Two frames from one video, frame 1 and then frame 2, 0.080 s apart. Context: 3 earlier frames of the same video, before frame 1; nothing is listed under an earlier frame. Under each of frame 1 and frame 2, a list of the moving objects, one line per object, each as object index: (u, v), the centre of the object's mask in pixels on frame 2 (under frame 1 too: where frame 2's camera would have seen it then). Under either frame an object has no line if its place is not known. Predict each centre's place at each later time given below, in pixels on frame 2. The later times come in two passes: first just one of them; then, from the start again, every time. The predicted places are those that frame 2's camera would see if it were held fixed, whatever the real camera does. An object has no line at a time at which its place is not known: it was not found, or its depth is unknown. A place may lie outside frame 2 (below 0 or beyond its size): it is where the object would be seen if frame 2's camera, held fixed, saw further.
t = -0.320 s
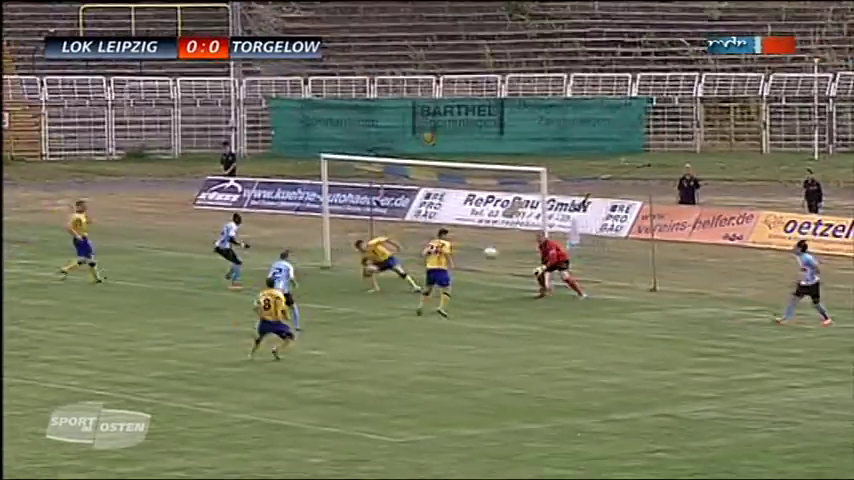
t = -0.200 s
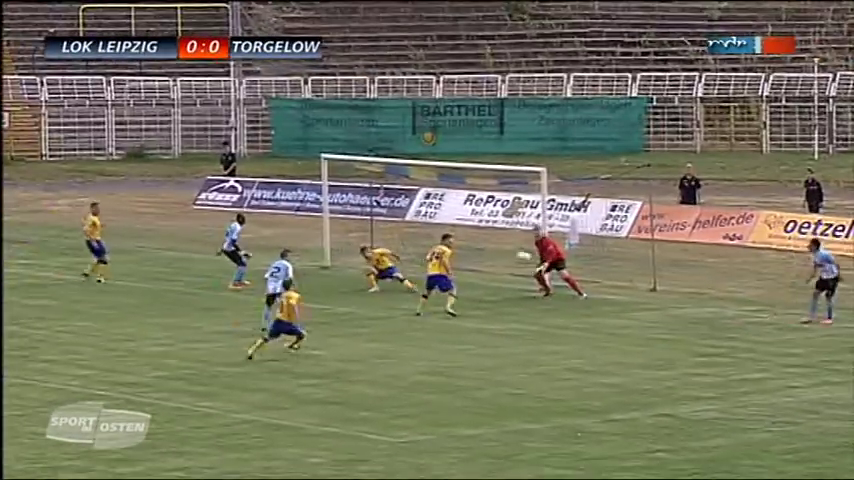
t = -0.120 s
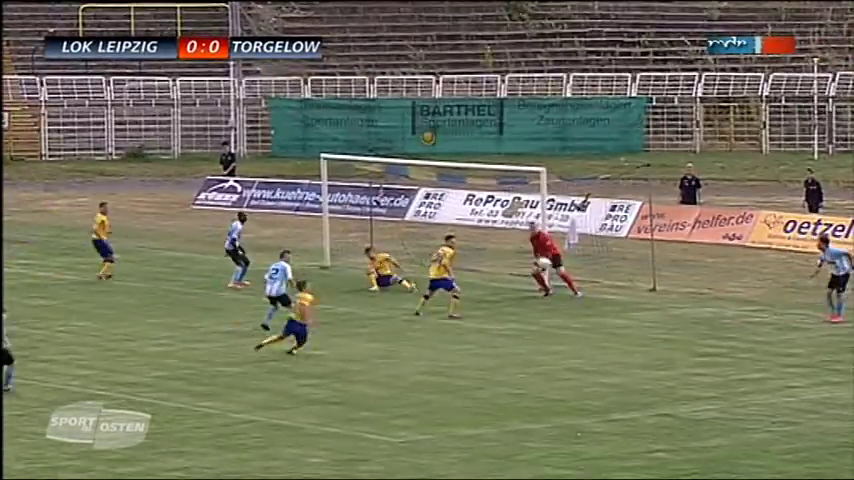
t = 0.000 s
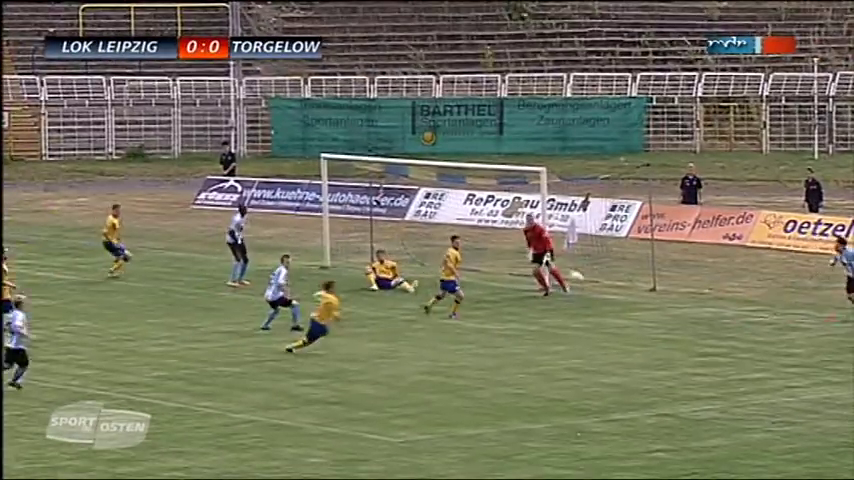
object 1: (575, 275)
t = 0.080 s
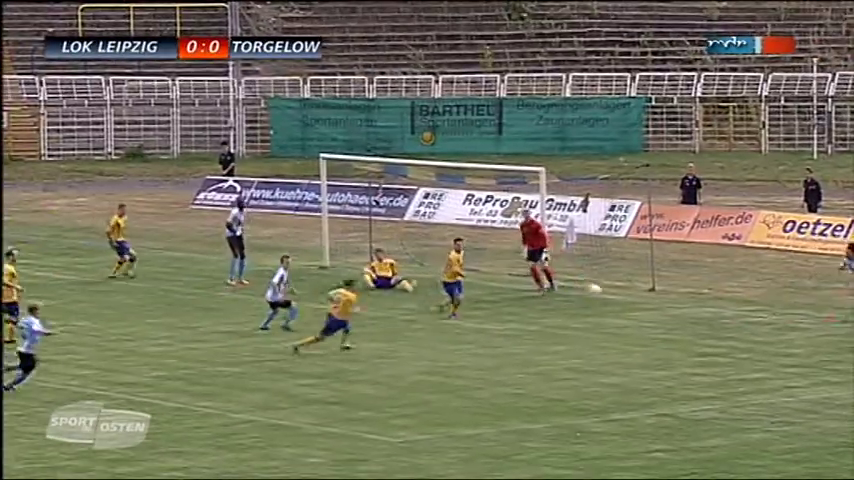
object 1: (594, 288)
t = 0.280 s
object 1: (645, 334)
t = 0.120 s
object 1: (606, 297)
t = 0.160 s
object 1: (615, 305)
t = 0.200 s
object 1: (625, 314)
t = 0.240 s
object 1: (635, 325)
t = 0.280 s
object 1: (645, 334)
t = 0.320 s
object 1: (653, 343)
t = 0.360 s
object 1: (659, 339)
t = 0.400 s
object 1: (664, 336)
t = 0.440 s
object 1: (671, 334)
